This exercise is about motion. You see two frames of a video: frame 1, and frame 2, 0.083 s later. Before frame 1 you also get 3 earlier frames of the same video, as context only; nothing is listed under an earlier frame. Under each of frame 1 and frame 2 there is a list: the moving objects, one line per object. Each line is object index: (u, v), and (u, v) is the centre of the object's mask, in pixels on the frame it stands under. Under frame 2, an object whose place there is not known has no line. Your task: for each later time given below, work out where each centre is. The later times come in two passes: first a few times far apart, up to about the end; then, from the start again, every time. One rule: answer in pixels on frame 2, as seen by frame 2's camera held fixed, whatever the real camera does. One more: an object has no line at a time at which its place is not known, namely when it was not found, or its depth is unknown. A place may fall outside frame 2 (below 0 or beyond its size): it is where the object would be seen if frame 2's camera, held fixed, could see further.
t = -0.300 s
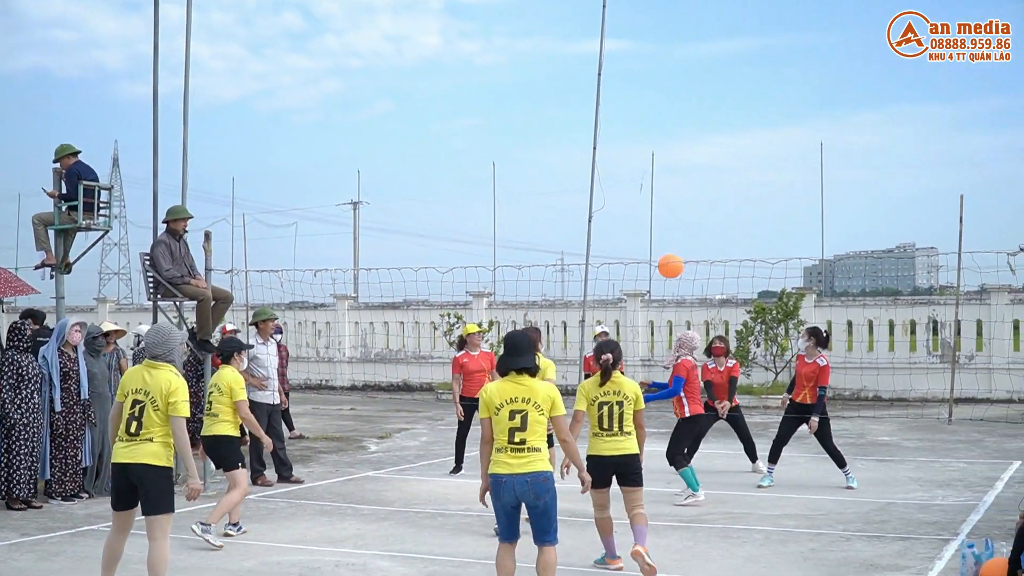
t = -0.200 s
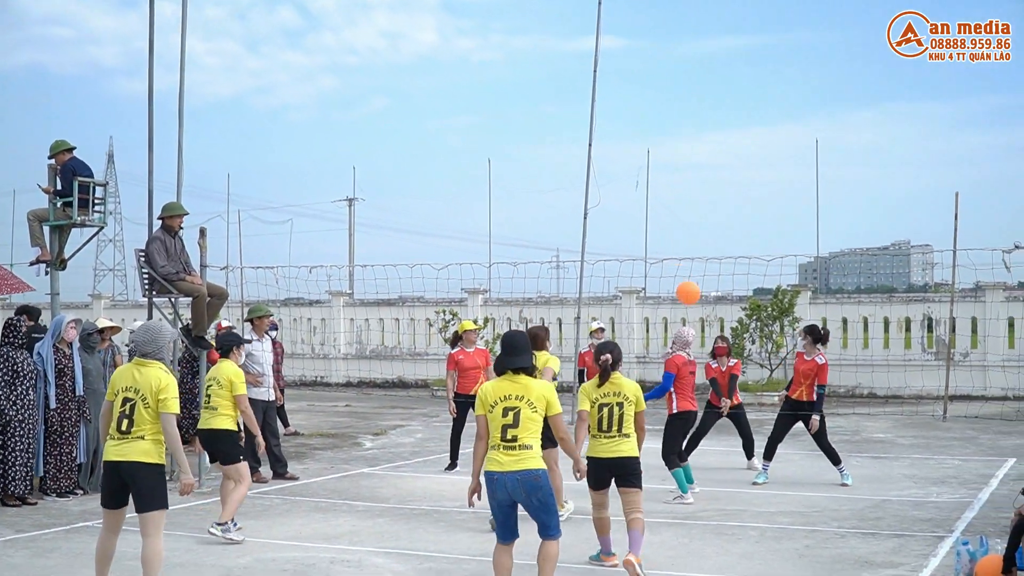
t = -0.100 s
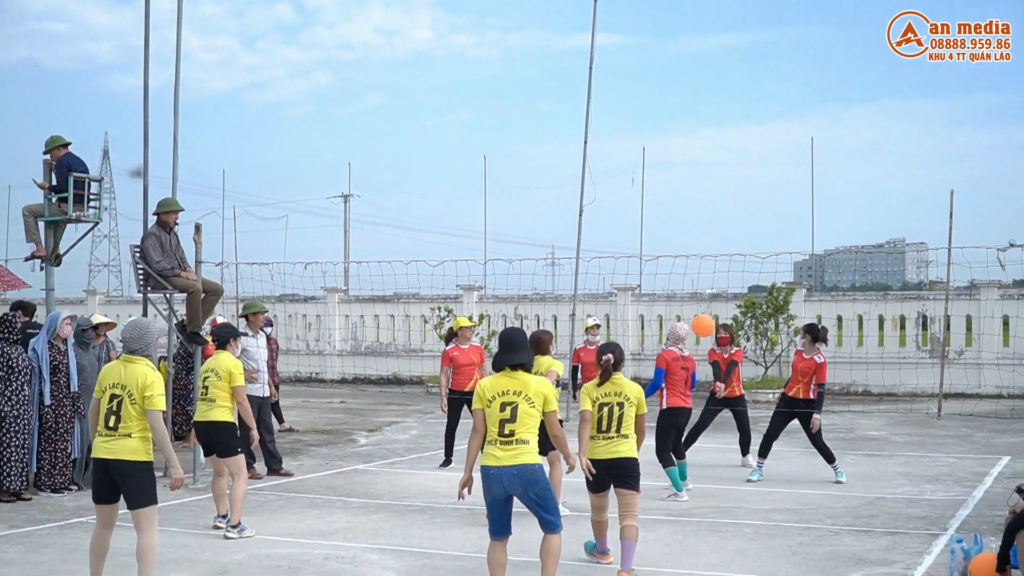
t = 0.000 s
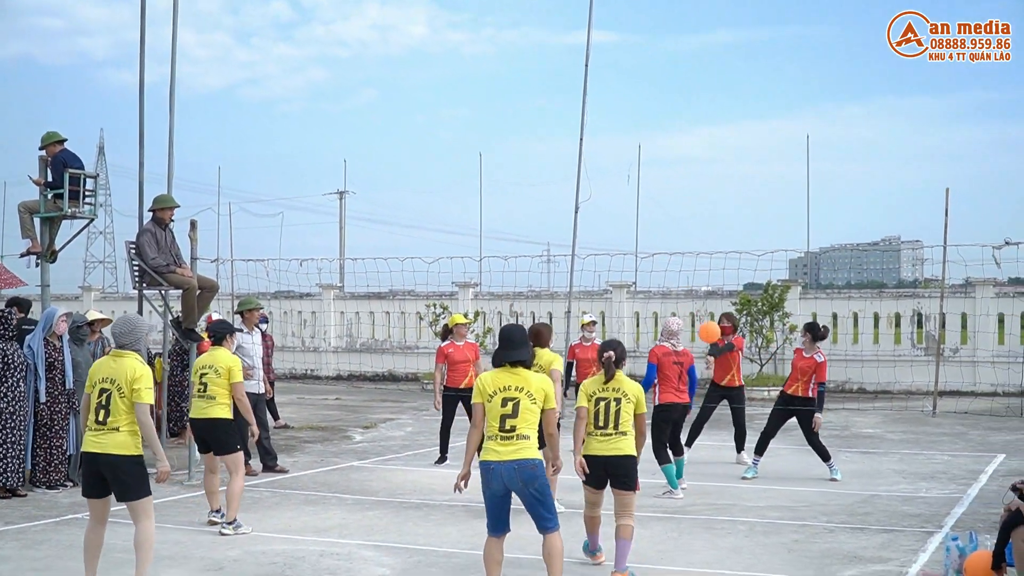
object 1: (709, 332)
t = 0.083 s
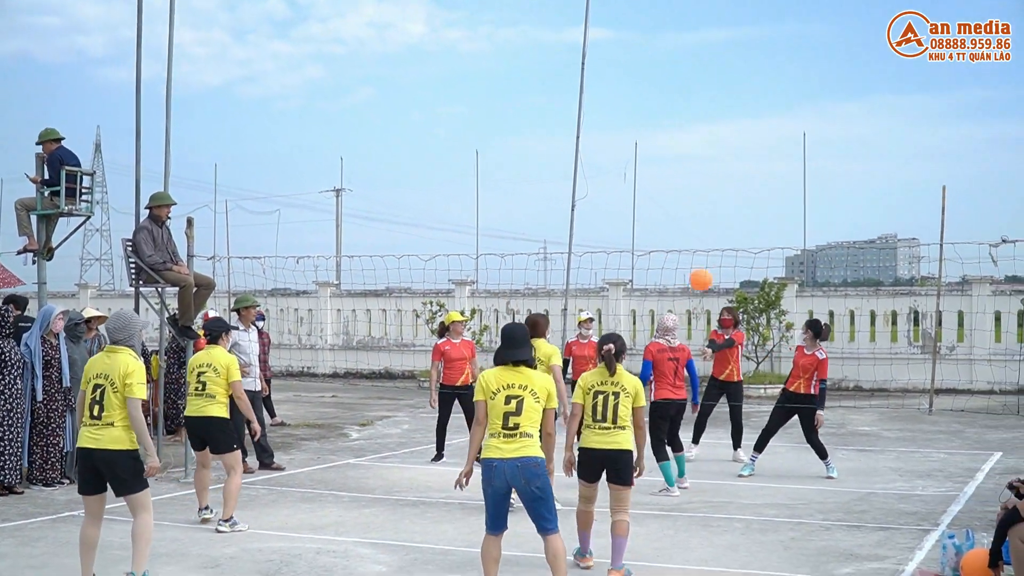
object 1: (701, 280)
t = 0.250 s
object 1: (690, 199)
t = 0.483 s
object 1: (675, 132)
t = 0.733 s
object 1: (659, 117)
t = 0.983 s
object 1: (644, 166)
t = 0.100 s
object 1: (700, 270)
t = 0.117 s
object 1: (699, 262)
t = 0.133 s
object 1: (698, 253)
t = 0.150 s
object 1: (697, 244)
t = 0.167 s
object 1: (696, 236)
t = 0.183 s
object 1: (694, 228)
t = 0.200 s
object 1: (693, 221)
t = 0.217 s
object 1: (692, 213)
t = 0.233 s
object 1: (691, 206)
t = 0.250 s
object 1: (690, 199)
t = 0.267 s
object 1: (689, 193)
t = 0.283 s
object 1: (688, 187)
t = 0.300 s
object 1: (686, 181)
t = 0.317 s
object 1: (685, 175)
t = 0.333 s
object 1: (684, 169)
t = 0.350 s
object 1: (683, 164)
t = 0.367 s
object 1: (682, 159)
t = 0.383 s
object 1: (681, 154)
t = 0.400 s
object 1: (680, 150)
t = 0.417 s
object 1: (679, 146)
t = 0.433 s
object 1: (678, 142)
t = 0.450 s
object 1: (677, 138)
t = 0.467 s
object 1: (676, 135)
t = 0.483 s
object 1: (675, 132)
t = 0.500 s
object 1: (674, 129)
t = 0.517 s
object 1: (673, 126)
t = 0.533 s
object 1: (672, 124)
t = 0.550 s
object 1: (671, 122)
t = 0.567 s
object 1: (670, 120)
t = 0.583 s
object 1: (669, 119)
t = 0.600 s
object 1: (668, 118)
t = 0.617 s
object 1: (667, 117)
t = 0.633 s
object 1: (665, 116)
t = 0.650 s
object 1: (664, 116)
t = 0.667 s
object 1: (663, 115)
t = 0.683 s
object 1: (662, 115)
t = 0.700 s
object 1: (661, 116)
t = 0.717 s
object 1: (660, 117)
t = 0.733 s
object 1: (659, 117)
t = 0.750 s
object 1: (658, 119)
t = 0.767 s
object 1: (657, 120)
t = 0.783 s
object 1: (656, 122)
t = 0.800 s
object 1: (655, 124)
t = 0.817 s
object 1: (654, 126)
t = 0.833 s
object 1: (653, 129)
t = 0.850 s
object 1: (652, 132)
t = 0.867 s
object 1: (650, 135)
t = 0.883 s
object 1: (650, 139)
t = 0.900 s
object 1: (649, 143)
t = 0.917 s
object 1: (648, 147)
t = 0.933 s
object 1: (647, 151)
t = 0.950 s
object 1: (646, 156)
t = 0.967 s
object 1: (644, 161)
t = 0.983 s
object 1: (644, 166)
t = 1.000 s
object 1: (643, 172)
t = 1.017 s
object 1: (642, 178)
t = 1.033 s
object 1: (640, 184)
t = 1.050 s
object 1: (639, 190)
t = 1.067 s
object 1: (638, 197)
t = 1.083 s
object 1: (637, 204)
